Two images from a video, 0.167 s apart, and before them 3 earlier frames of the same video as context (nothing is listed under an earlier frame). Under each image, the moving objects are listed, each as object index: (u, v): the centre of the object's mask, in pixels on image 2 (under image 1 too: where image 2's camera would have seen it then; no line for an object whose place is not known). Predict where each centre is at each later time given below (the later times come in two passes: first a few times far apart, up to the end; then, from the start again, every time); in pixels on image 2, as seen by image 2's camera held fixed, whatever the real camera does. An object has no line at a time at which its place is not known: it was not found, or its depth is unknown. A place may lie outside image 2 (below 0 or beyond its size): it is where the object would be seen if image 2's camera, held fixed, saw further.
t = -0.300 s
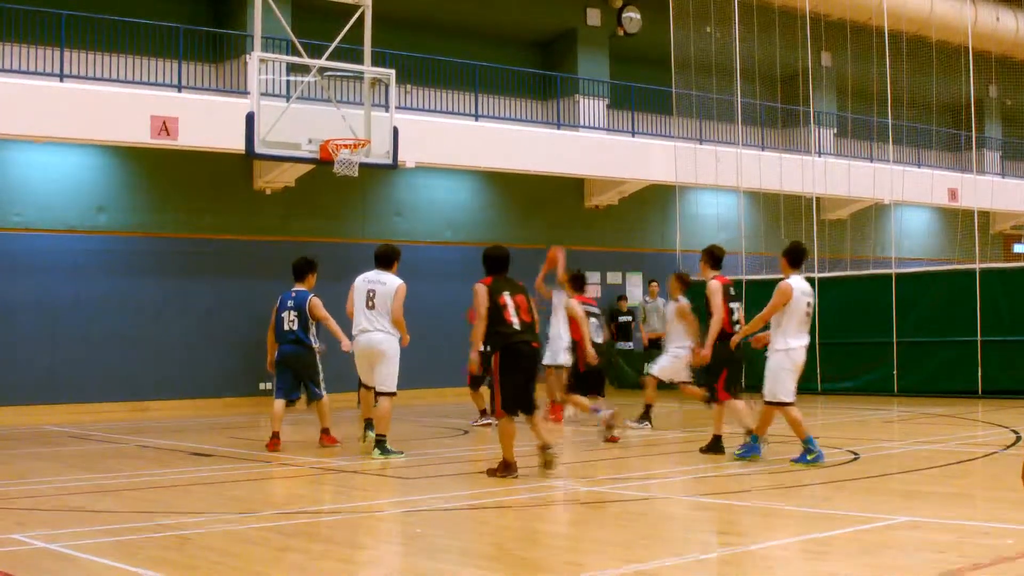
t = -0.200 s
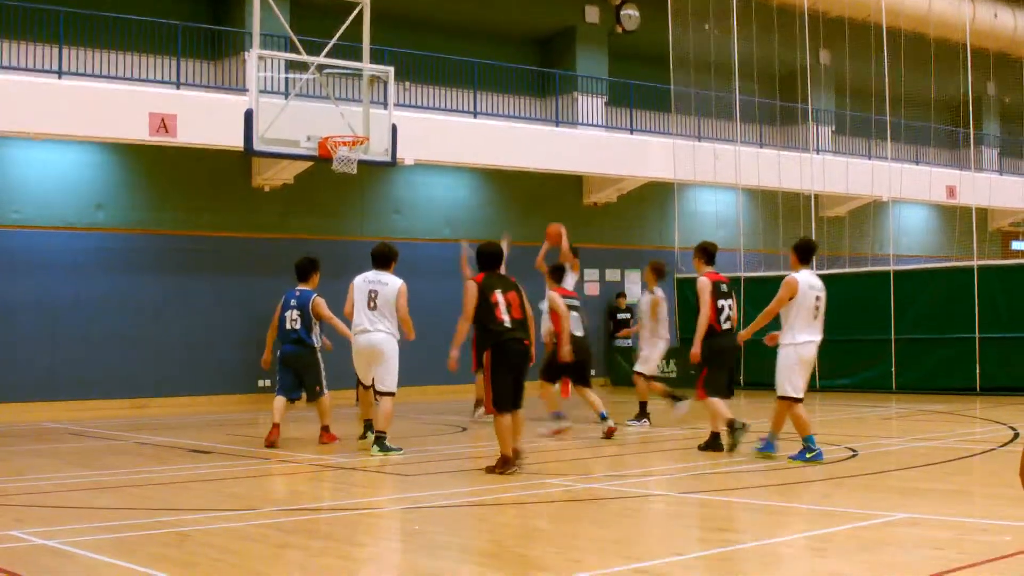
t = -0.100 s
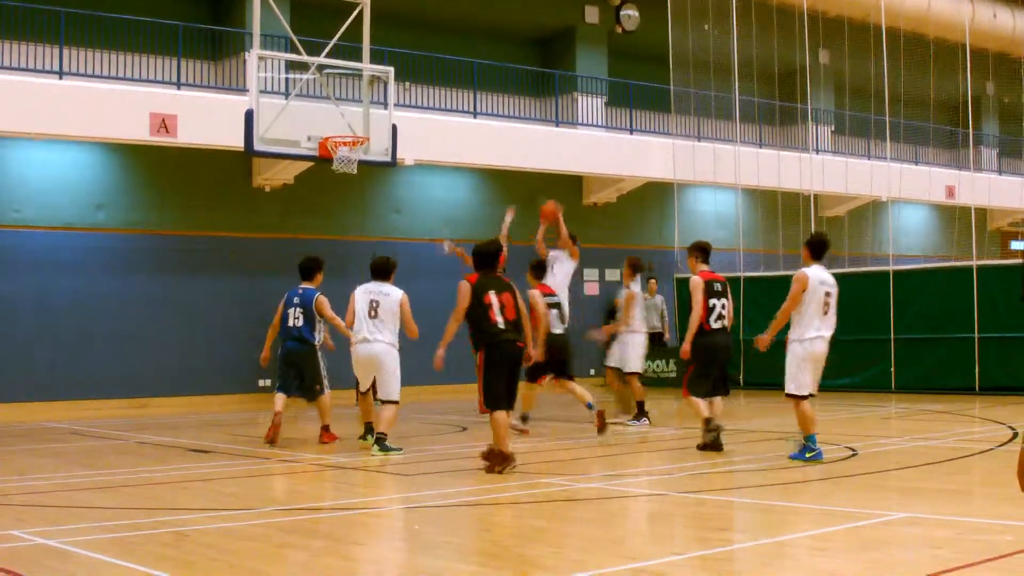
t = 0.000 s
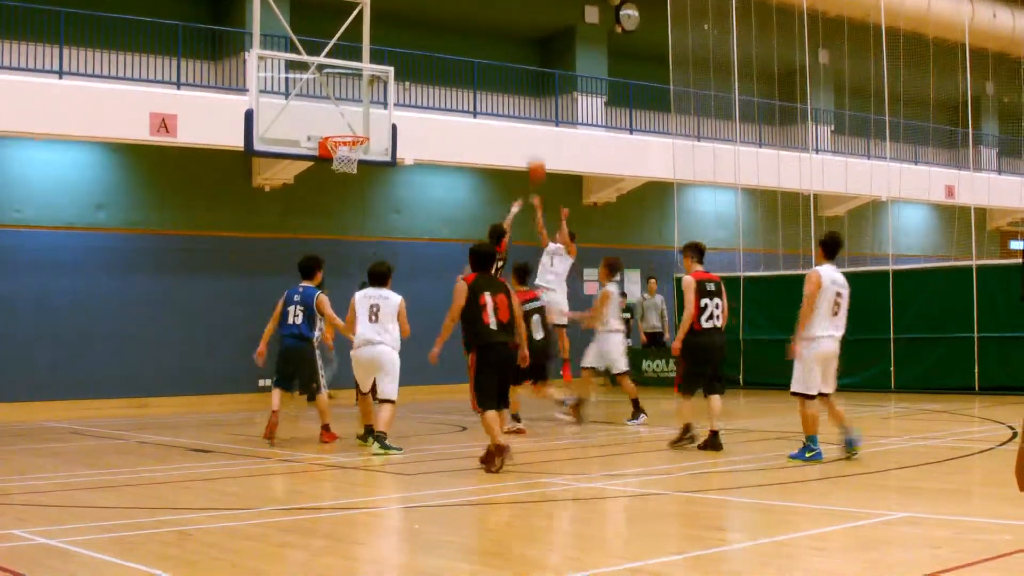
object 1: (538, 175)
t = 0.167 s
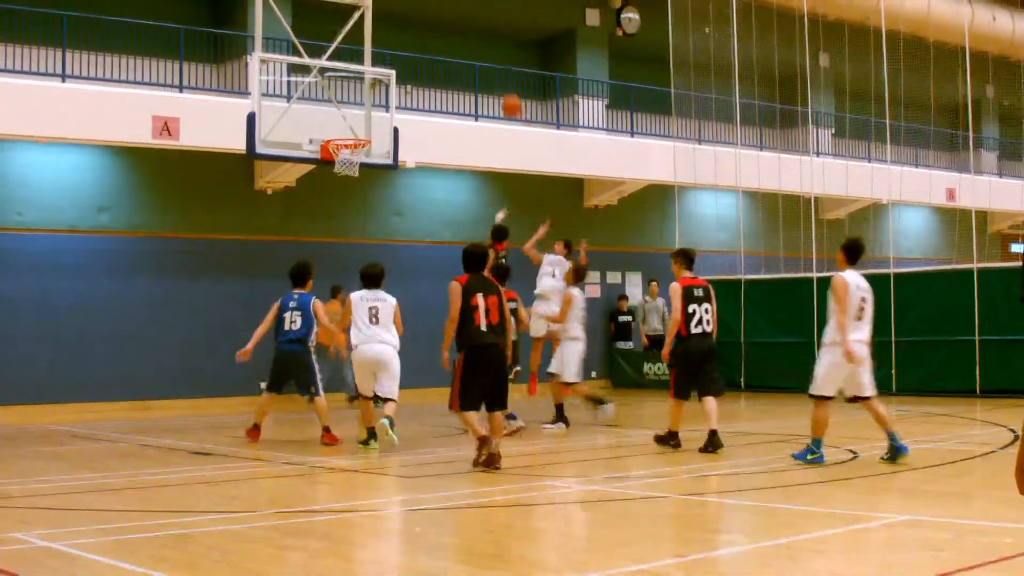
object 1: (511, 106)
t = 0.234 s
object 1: (502, 86)
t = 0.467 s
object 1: (465, 47)
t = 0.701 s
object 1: (427, 49)
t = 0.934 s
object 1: (387, 101)
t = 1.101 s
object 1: (362, 174)
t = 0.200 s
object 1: (506, 96)
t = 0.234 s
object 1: (502, 86)
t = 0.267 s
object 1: (496, 78)
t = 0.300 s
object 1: (491, 71)
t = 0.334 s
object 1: (486, 65)
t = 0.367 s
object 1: (481, 58)
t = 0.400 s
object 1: (476, 54)
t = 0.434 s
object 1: (470, 49)
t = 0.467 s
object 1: (465, 47)
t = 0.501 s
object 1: (459, 43)
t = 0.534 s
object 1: (455, 42)
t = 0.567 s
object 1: (449, 42)
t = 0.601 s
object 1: (443, 42)
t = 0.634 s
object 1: (438, 43)
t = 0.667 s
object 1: (433, 45)
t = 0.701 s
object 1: (427, 49)
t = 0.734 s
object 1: (422, 54)
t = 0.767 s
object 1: (416, 58)
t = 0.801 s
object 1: (412, 64)
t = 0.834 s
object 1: (406, 72)
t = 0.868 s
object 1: (401, 80)
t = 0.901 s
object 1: (394, 90)
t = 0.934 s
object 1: (387, 101)
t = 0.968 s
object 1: (382, 113)
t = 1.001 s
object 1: (376, 127)
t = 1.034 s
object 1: (372, 139)
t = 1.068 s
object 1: (369, 155)
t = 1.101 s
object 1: (362, 174)
